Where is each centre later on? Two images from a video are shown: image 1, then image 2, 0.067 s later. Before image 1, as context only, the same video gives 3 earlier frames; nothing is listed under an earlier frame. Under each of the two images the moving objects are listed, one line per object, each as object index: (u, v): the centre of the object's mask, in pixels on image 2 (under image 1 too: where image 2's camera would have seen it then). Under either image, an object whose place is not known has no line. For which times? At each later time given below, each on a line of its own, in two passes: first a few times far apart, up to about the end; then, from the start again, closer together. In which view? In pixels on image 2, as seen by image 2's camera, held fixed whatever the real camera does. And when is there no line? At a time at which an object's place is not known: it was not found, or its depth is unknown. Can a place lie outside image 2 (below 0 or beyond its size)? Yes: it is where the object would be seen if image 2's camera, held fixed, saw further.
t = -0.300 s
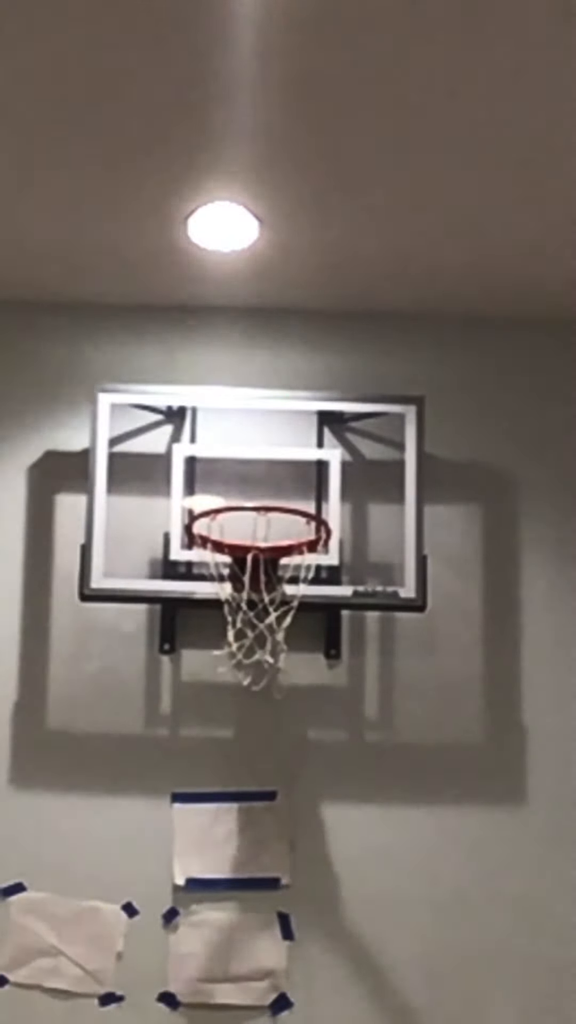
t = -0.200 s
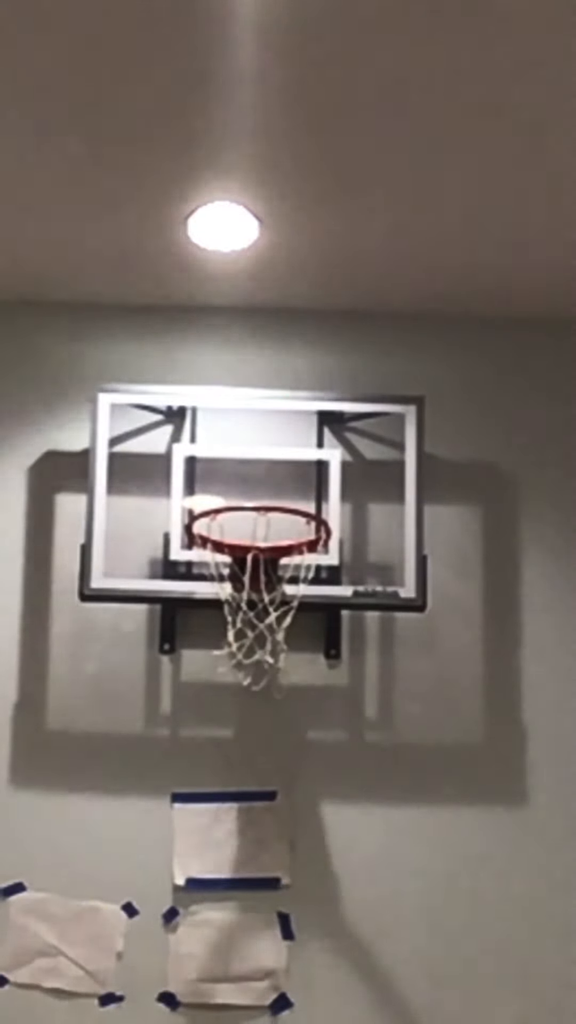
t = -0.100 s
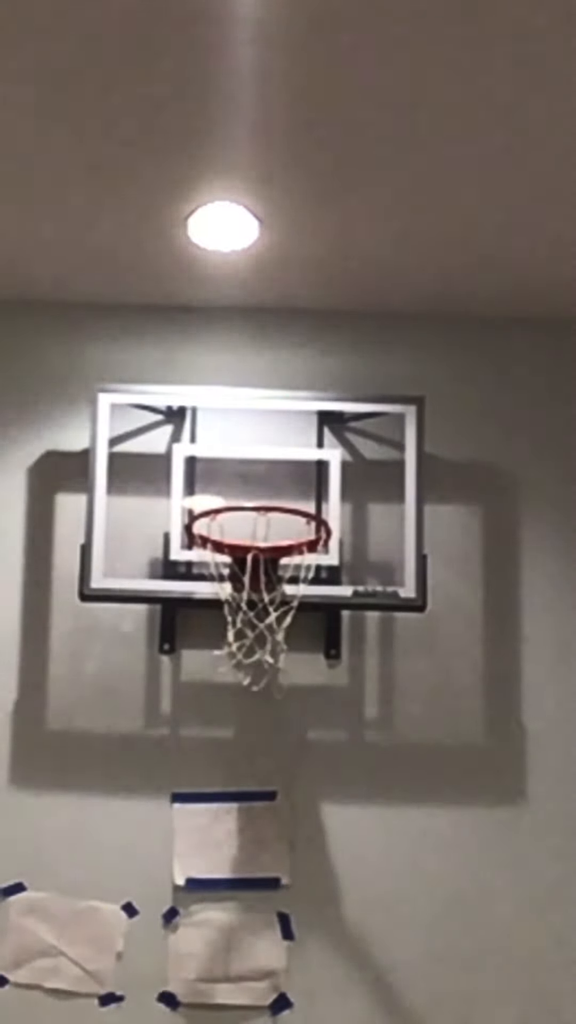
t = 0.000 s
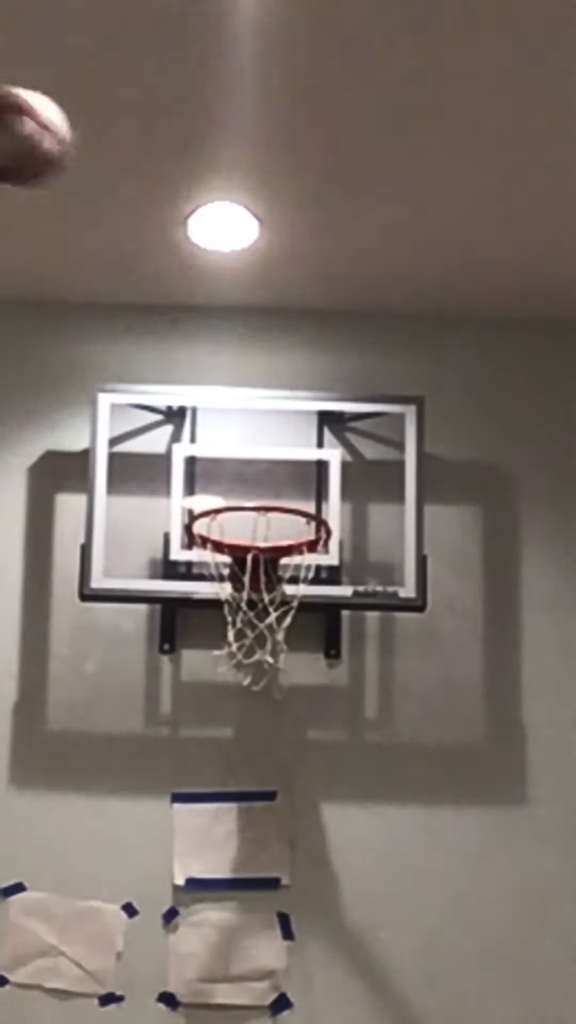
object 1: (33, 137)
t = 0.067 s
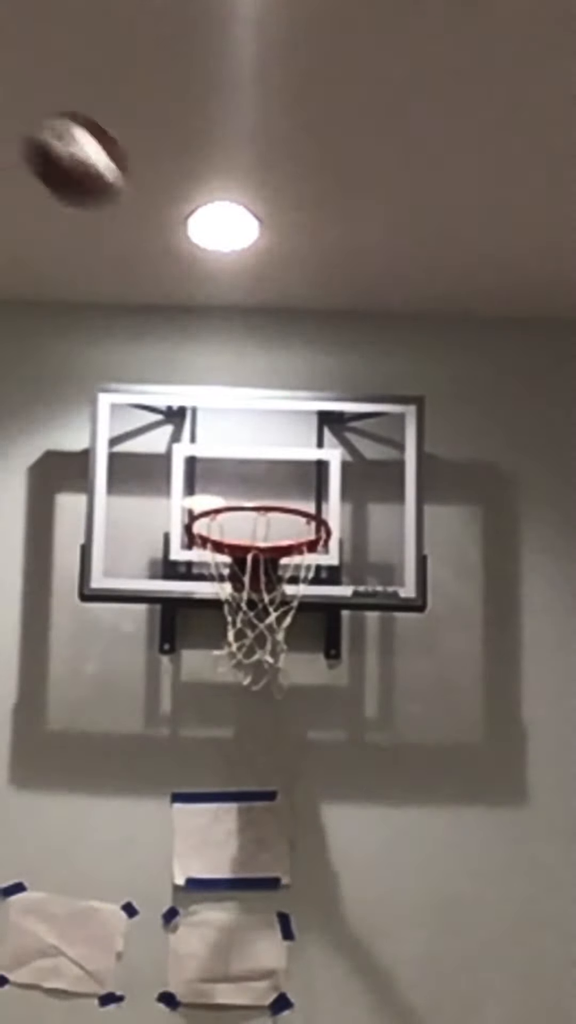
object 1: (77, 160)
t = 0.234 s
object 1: (190, 289)
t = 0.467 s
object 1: (274, 451)
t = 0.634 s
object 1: (222, 330)
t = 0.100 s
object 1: (100, 180)
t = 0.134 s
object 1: (123, 204)
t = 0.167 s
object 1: (147, 227)
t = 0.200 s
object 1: (164, 254)
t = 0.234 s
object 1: (190, 289)
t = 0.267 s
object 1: (210, 320)
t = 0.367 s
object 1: (267, 449)
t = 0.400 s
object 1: (281, 483)
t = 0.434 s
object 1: (282, 482)
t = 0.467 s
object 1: (274, 451)
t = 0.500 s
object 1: (262, 412)
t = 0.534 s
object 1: (252, 384)
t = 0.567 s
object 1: (241, 361)
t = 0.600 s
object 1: (232, 345)
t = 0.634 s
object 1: (222, 330)
